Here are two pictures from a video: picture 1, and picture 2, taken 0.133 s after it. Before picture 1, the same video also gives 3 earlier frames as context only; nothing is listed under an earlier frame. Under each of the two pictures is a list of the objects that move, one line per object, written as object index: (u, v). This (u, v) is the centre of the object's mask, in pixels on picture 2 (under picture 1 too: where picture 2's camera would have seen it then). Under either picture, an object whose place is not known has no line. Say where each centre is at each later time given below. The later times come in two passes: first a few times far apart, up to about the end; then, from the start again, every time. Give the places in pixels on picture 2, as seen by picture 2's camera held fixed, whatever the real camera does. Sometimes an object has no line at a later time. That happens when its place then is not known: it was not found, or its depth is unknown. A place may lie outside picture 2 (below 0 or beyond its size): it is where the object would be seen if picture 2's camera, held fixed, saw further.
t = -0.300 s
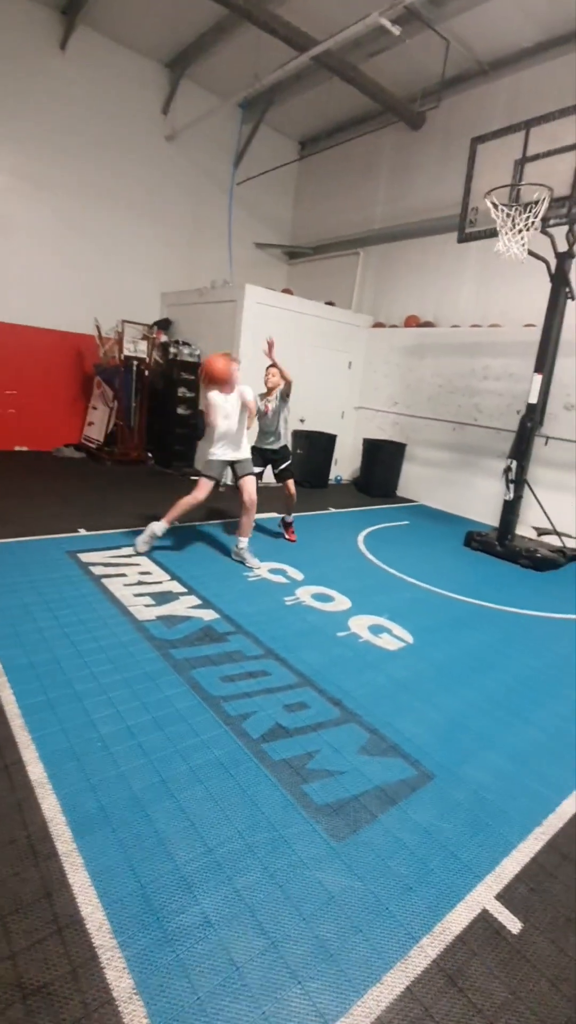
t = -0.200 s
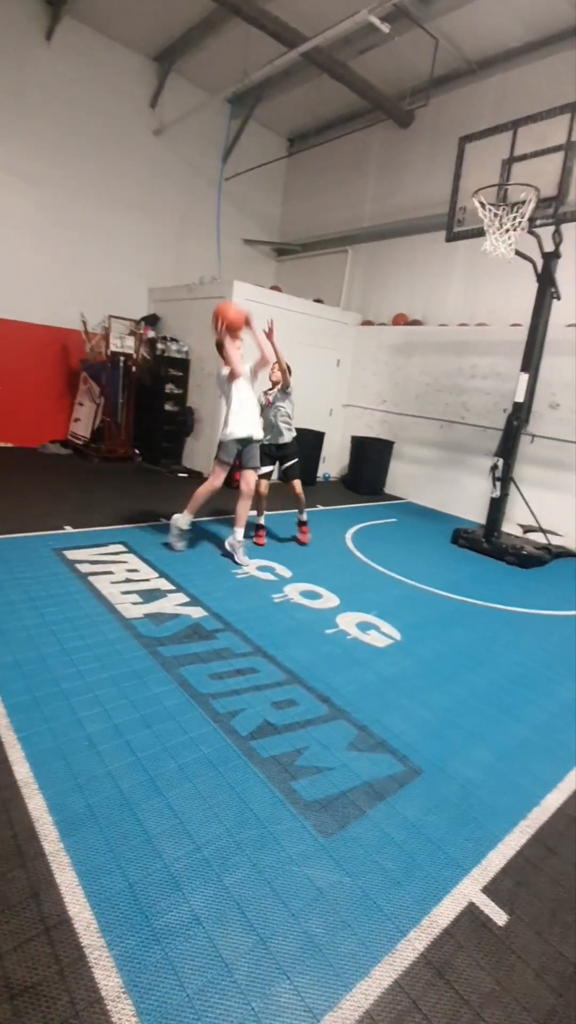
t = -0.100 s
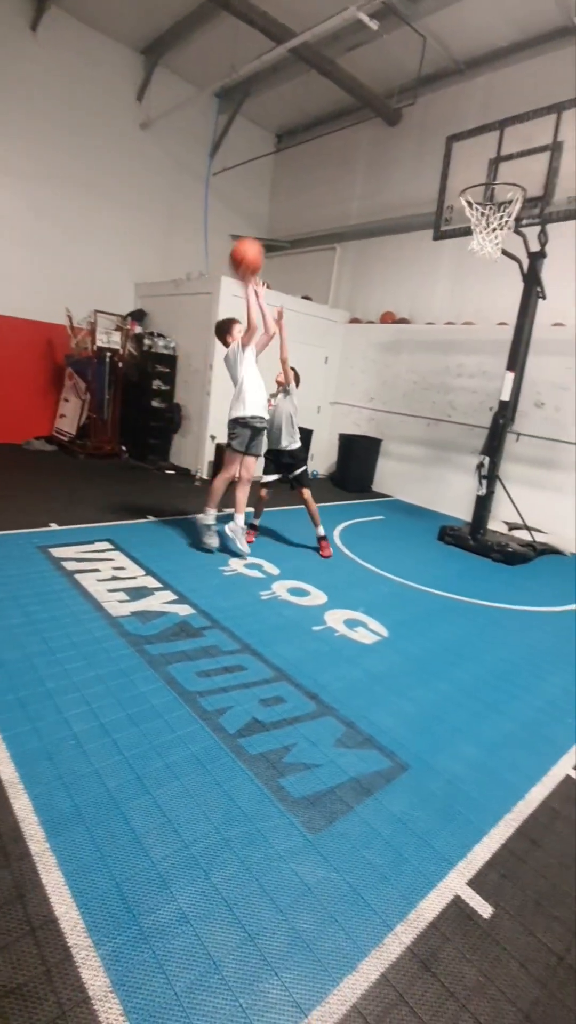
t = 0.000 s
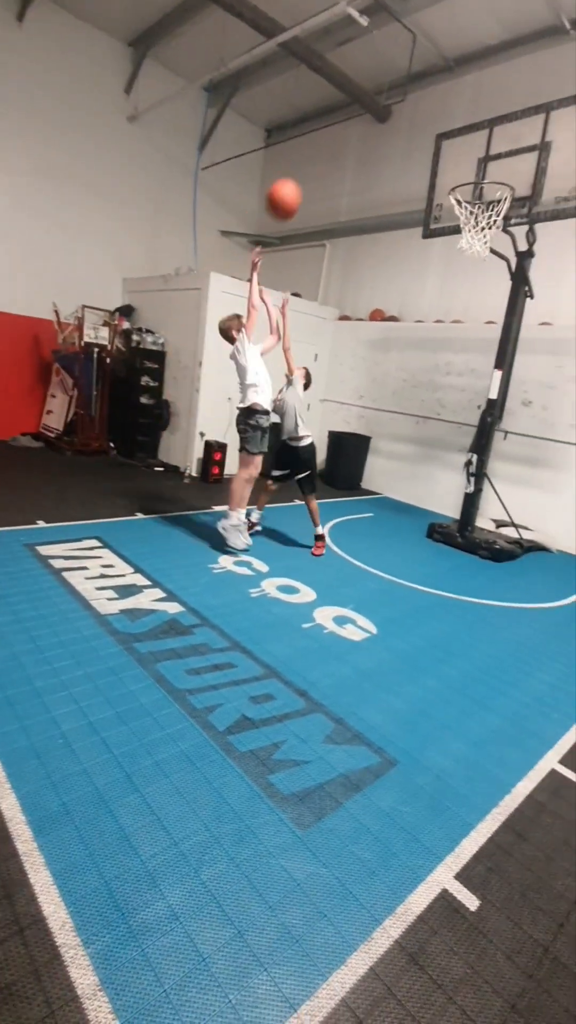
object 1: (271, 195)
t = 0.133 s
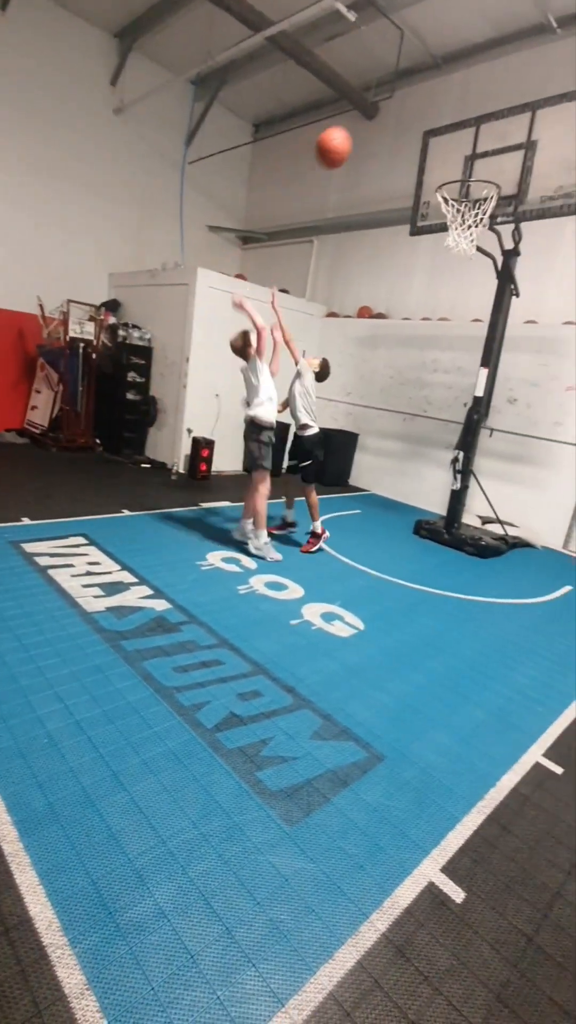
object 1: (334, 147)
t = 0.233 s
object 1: (376, 131)
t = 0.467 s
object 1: (457, 148)
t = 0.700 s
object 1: (468, 159)
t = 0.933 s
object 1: (415, 170)
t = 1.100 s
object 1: (369, 225)
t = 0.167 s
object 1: (348, 140)
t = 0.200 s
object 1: (362, 135)
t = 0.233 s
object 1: (376, 131)
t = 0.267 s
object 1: (389, 128)
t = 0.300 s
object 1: (402, 127)
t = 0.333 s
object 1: (414, 129)
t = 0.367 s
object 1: (426, 131)
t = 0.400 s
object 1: (437, 136)
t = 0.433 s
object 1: (447, 141)
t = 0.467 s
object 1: (457, 148)
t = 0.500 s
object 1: (467, 158)
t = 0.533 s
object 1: (477, 165)
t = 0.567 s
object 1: (485, 177)
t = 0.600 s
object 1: (485, 178)
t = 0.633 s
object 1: (480, 170)
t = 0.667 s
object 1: (474, 164)
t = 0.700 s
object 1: (468, 159)
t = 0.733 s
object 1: (461, 156)
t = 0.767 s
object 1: (455, 154)
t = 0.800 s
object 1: (447, 154)
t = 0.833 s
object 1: (440, 156)
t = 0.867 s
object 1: (432, 159)
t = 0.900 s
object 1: (424, 163)
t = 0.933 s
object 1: (415, 170)
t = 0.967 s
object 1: (407, 178)
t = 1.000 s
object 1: (397, 187)
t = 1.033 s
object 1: (388, 198)
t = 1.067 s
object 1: (378, 211)
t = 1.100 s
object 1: (369, 225)
